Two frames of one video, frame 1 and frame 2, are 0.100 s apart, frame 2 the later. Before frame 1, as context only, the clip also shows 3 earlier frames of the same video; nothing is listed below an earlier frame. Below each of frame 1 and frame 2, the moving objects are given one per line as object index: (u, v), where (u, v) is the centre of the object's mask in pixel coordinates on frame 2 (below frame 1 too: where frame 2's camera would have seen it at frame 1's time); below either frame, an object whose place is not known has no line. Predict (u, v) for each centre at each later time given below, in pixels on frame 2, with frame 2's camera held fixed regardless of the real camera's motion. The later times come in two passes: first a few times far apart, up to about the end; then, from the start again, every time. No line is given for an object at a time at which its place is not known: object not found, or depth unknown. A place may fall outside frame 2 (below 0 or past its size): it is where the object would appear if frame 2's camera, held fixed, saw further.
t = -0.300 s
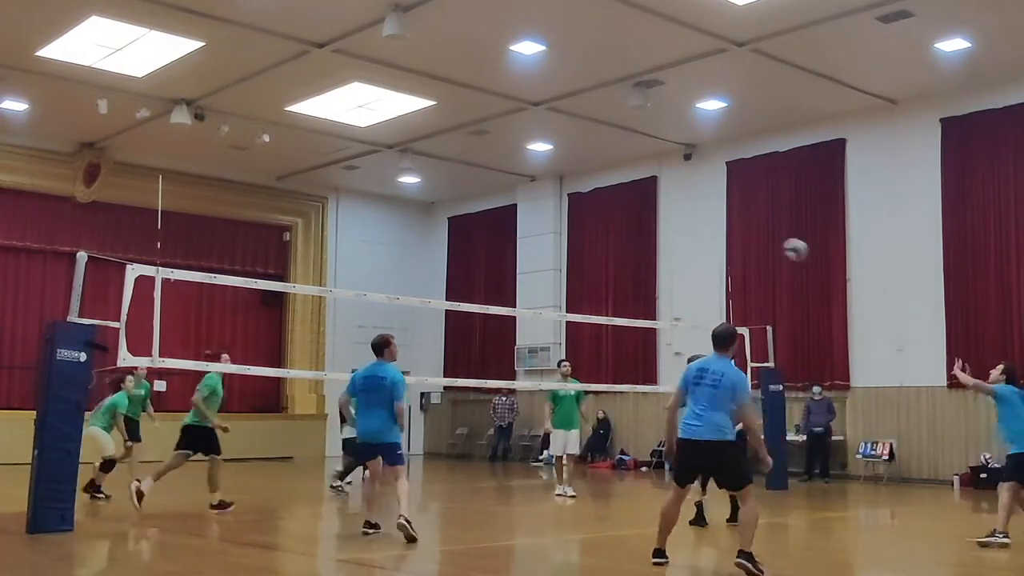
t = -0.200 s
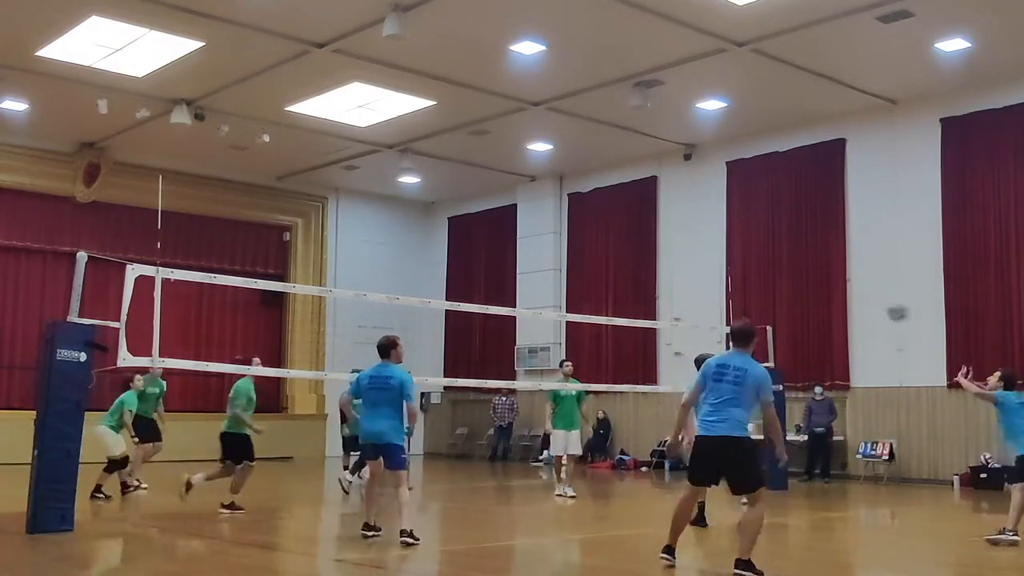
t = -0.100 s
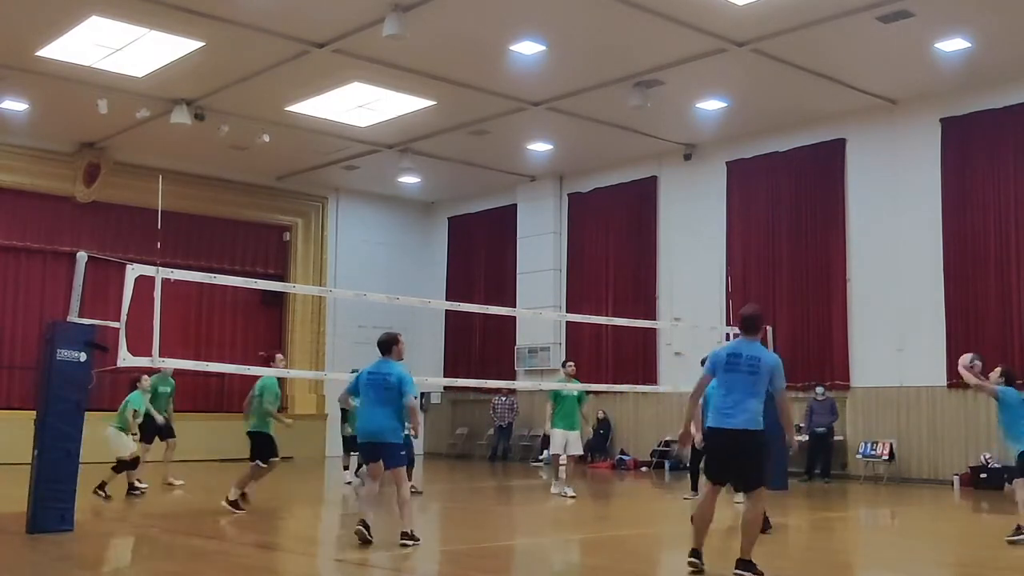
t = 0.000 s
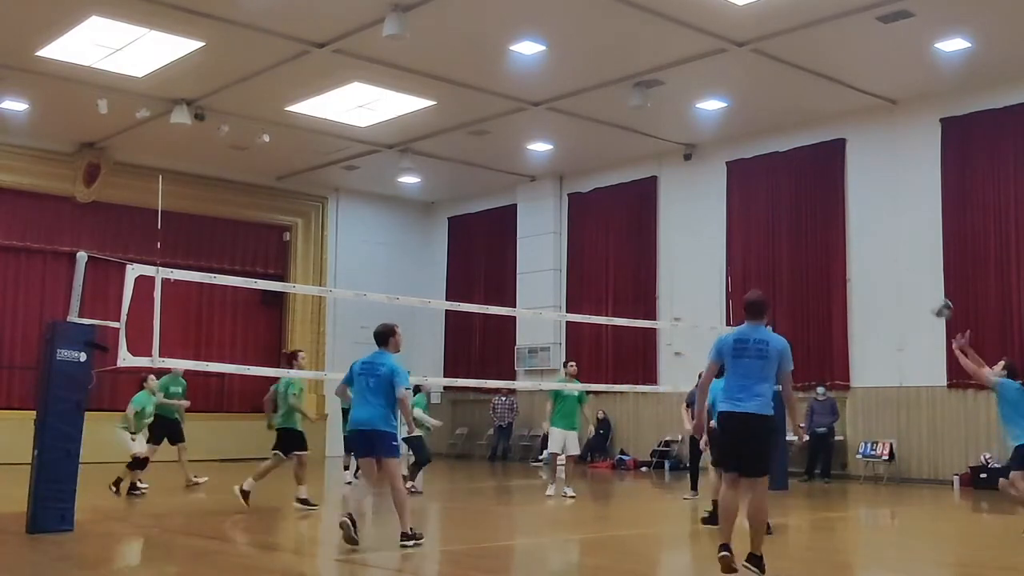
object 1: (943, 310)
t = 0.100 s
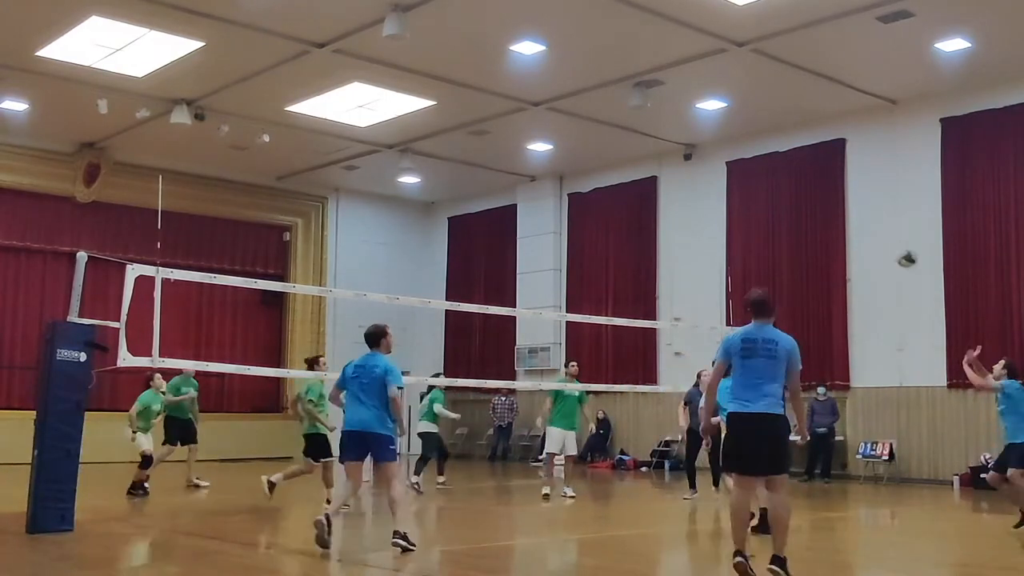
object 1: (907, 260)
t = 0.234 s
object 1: (865, 212)
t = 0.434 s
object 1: (808, 175)
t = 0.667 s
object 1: (751, 179)
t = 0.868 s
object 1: (710, 216)
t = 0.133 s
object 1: (896, 246)
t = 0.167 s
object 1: (885, 233)
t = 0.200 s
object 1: (875, 222)
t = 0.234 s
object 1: (865, 212)
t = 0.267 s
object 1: (855, 203)
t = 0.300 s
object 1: (845, 194)
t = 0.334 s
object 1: (836, 188)
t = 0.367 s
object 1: (826, 183)
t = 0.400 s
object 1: (817, 178)
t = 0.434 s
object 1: (808, 175)
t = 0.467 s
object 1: (800, 173)
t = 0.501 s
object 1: (791, 172)
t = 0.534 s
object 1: (783, 172)
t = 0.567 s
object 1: (775, 172)
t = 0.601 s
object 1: (767, 173)
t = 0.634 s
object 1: (759, 175)
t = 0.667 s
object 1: (751, 179)
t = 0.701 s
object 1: (744, 183)
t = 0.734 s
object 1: (736, 188)
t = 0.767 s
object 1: (730, 194)
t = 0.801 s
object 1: (723, 200)
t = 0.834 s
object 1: (716, 208)
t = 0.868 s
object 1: (710, 216)
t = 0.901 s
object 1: (703, 225)
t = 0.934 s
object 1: (696, 234)
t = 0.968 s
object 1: (689, 244)
